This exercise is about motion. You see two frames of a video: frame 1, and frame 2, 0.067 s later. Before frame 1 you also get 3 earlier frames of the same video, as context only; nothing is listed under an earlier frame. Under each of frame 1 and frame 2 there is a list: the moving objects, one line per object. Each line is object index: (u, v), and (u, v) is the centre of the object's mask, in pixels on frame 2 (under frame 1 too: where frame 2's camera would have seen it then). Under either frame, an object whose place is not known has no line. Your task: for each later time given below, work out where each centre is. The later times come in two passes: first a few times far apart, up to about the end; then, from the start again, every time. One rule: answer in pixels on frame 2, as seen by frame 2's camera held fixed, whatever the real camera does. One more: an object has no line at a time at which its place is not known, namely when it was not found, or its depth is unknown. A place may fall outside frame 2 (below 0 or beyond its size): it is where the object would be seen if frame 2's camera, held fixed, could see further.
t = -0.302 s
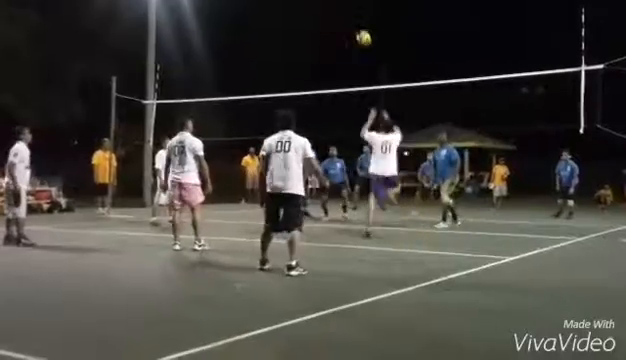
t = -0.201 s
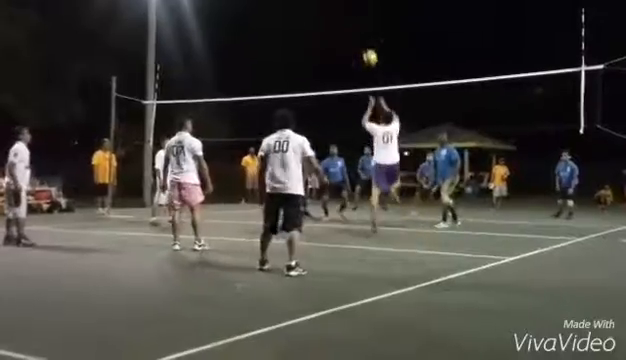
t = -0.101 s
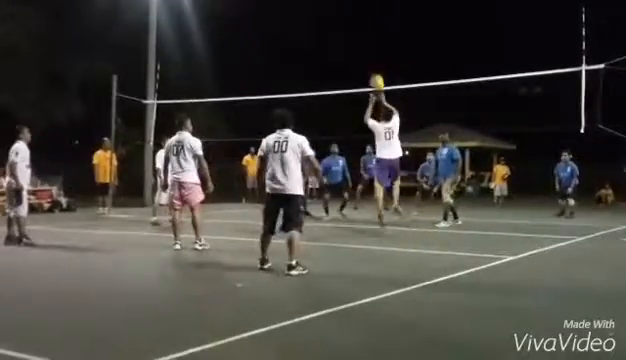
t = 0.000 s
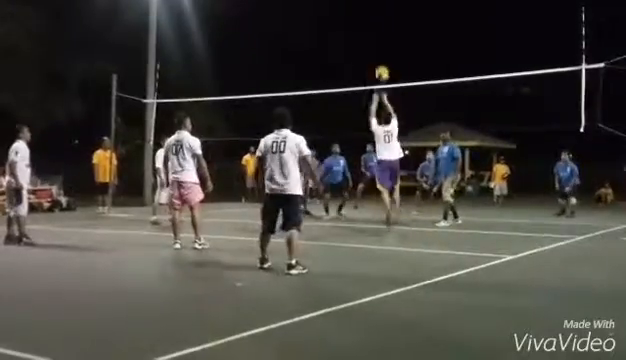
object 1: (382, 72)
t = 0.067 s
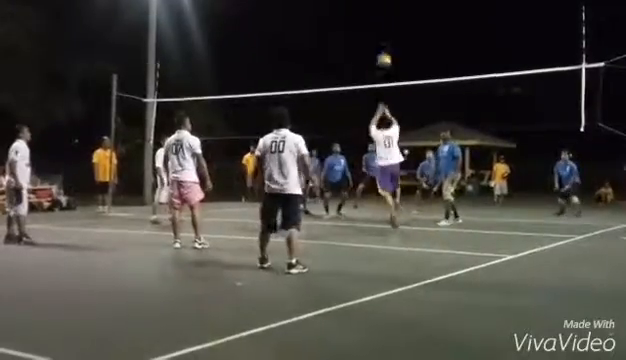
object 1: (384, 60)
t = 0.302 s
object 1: (393, 38)
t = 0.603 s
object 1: (403, 56)
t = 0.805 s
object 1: (411, 91)
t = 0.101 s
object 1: (385, 54)
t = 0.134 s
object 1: (387, 51)
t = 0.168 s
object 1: (387, 46)
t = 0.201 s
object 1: (389, 44)
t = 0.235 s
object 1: (390, 41)
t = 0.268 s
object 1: (392, 39)
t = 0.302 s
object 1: (393, 38)
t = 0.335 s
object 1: (394, 38)
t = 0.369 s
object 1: (395, 39)
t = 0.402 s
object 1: (396, 40)
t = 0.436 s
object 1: (397, 41)
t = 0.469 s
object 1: (399, 44)
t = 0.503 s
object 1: (400, 46)
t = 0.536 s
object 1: (402, 49)
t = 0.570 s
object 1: (402, 52)
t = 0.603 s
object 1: (403, 56)
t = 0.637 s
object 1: (404, 60)
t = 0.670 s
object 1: (406, 66)
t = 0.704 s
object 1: (407, 71)
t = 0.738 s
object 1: (408, 76)
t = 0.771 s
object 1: (409, 80)
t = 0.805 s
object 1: (411, 91)
